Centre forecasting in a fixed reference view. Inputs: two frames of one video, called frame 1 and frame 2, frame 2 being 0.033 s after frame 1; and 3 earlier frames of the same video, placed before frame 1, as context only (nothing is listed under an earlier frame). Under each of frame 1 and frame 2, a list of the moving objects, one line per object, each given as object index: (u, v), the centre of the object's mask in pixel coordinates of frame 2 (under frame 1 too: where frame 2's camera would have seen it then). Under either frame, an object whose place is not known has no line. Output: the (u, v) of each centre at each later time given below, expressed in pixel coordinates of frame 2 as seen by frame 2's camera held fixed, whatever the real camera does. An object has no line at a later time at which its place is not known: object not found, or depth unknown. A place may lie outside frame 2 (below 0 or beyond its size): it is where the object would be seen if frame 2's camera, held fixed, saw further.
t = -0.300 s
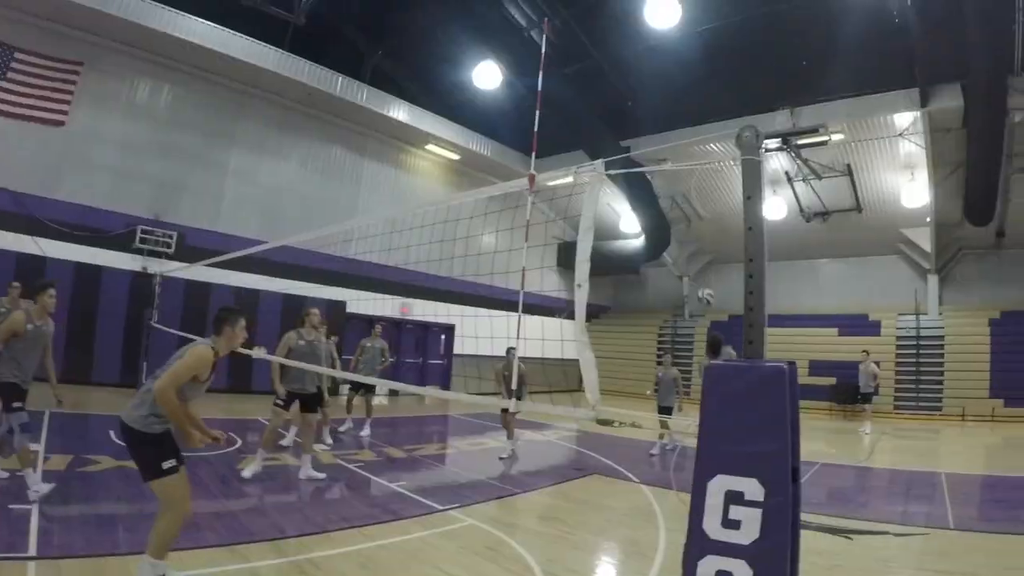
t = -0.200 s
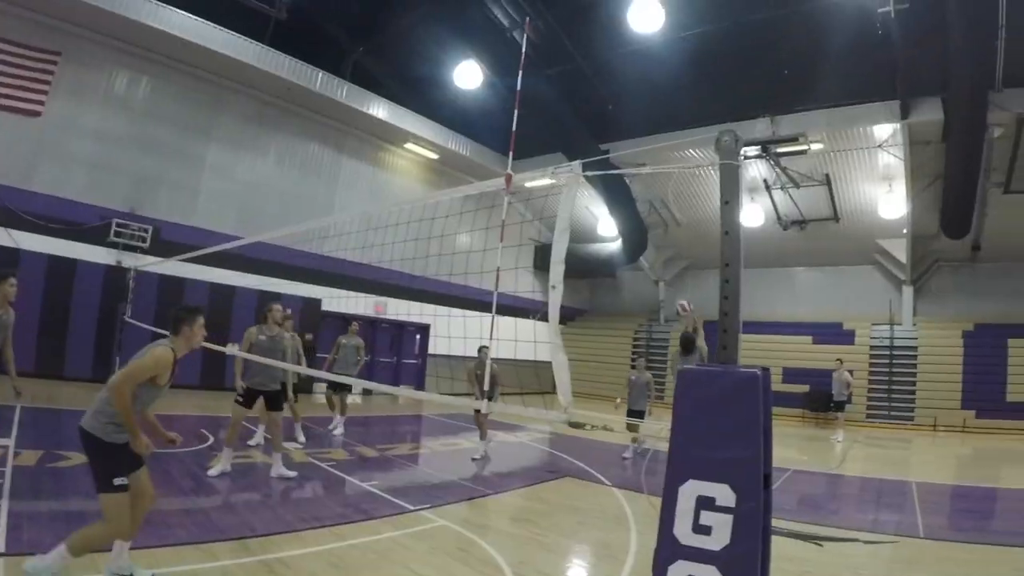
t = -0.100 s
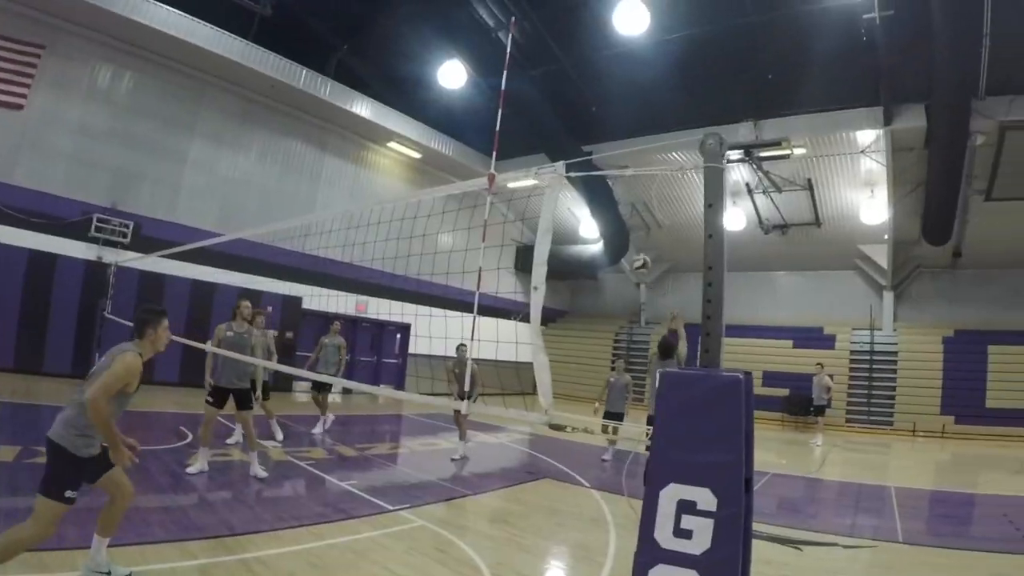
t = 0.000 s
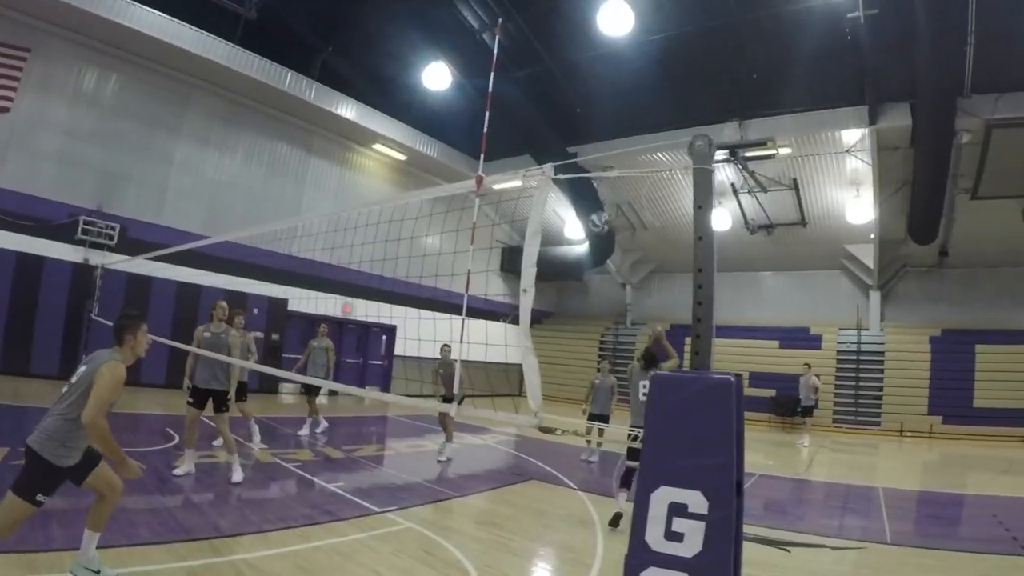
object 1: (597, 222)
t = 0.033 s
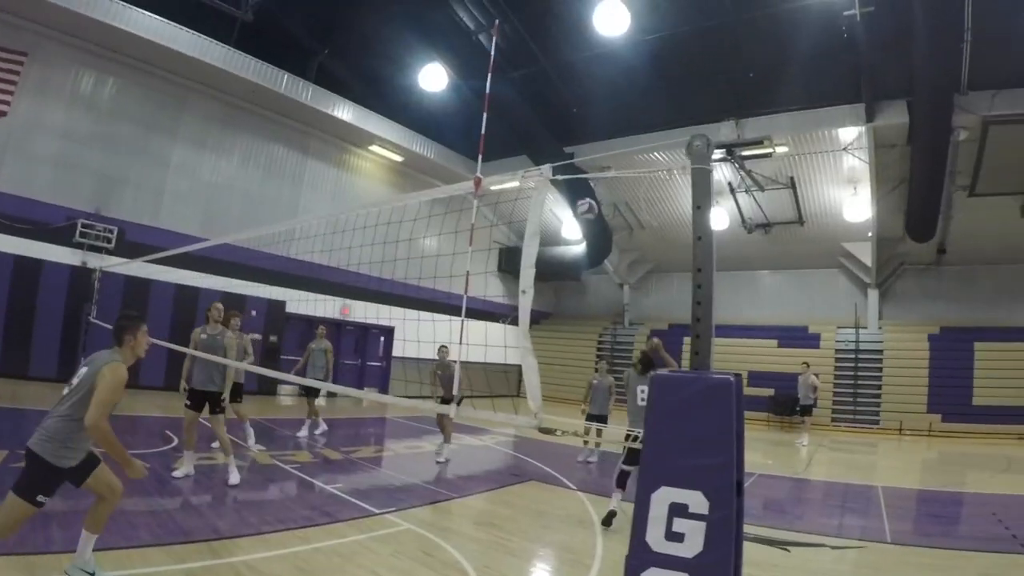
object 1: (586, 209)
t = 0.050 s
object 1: (581, 202)
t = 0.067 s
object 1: (577, 197)
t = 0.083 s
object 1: (571, 191)
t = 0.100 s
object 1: (564, 186)
